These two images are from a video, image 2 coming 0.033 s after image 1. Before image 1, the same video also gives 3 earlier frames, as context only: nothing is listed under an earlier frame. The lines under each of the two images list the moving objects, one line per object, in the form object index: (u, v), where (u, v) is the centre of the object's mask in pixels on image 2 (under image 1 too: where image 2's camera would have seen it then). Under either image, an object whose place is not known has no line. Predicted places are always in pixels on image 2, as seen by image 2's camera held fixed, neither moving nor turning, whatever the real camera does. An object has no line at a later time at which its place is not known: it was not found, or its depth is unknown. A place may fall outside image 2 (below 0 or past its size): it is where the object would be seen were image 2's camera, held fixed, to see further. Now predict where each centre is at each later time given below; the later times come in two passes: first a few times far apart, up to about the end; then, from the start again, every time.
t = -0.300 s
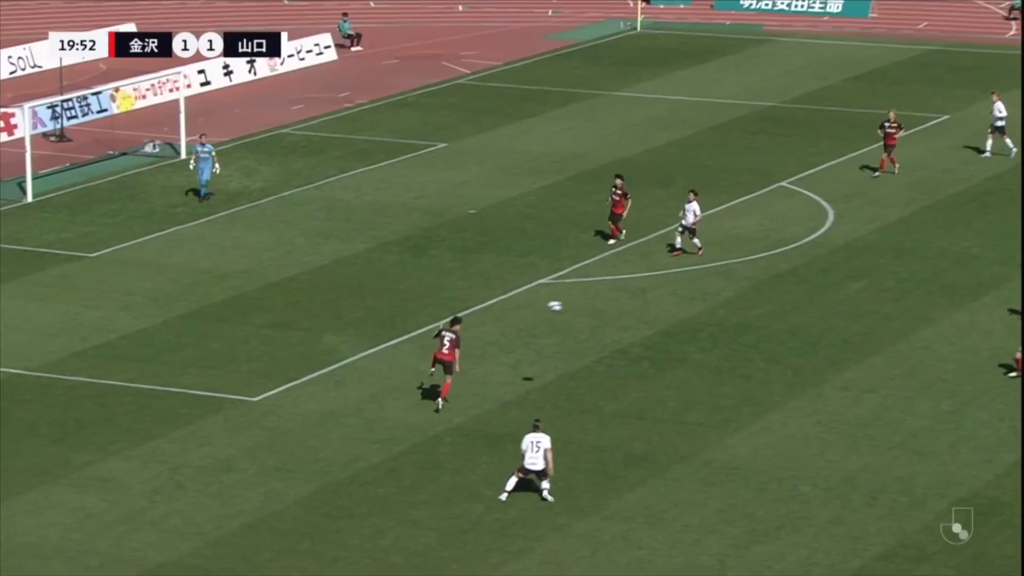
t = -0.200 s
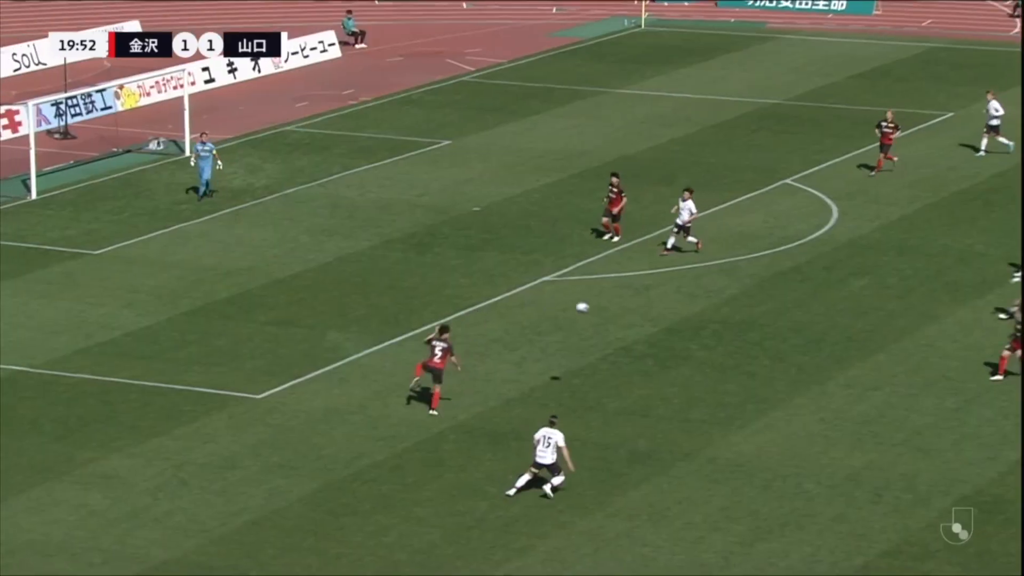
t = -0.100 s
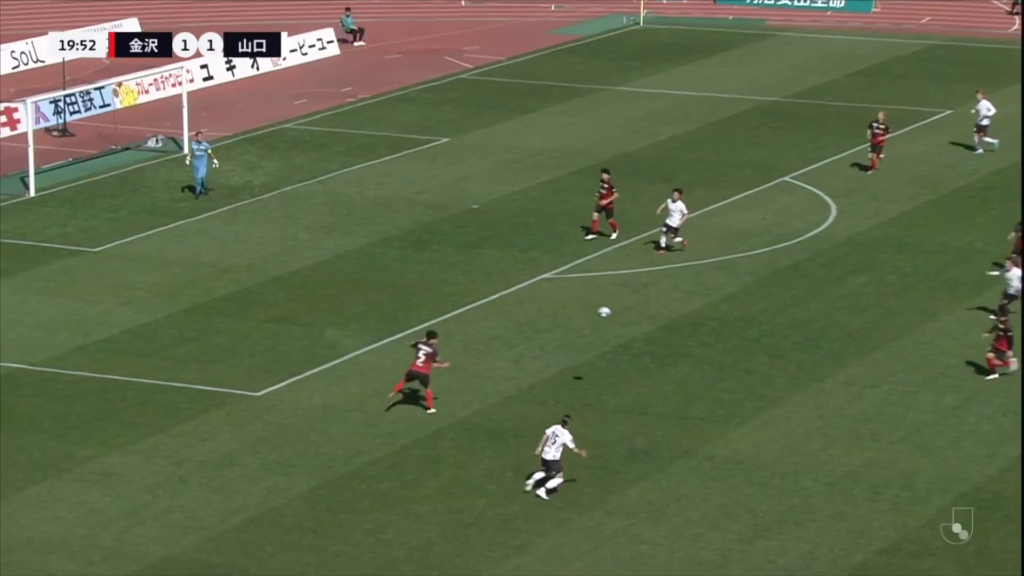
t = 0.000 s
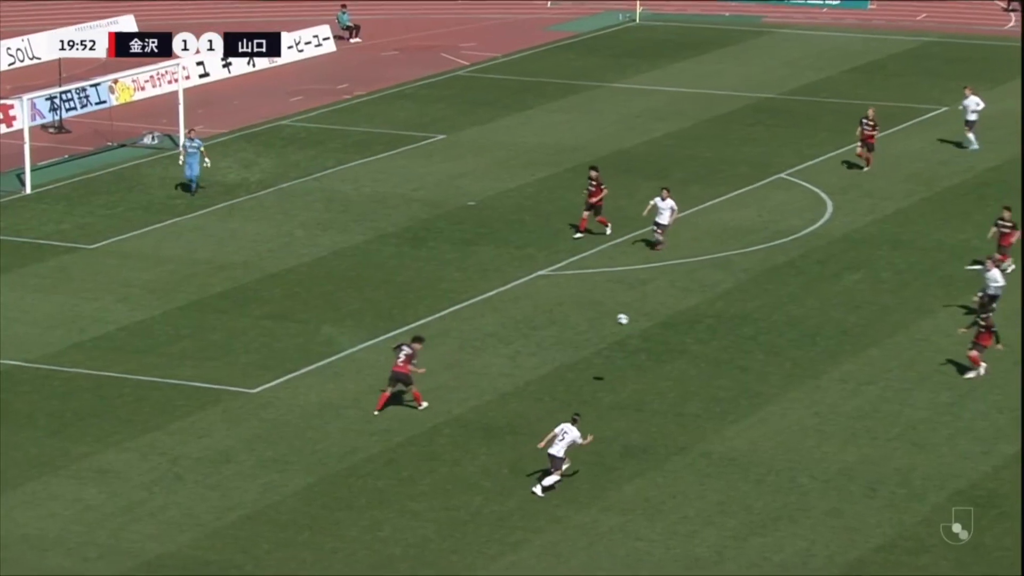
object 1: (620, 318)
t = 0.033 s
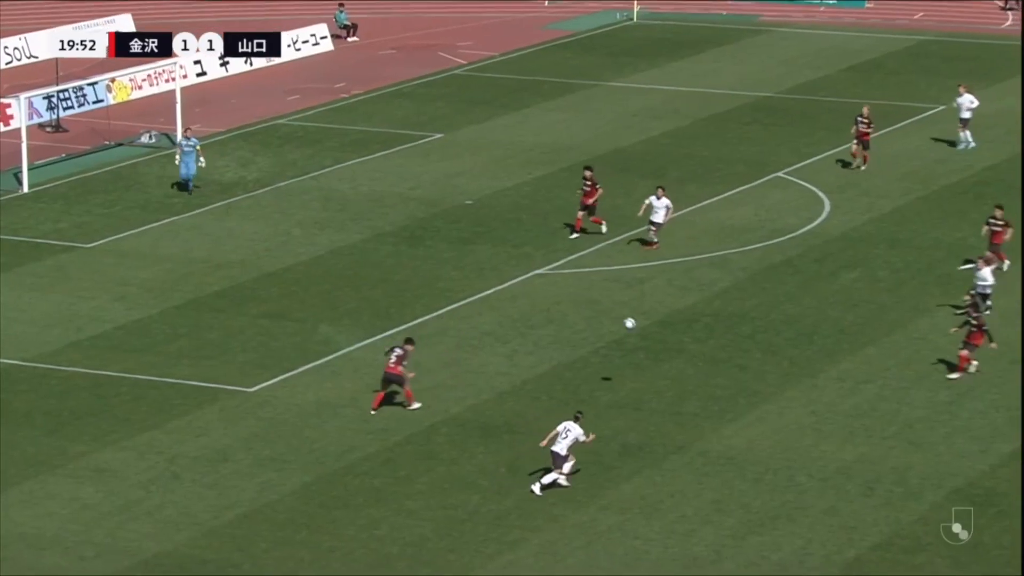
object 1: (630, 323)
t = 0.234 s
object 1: (679, 361)
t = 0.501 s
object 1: (739, 382)
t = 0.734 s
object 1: (784, 371)
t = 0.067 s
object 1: (638, 329)
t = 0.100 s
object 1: (647, 335)
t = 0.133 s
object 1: (657, 342)
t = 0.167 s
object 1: (662, 345)
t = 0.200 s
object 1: (671, 353)
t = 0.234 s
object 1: (679, 361)
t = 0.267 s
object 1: (688, 369)
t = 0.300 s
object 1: (697, 378)
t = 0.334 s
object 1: (706, 388)
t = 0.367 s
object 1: (714, 398)
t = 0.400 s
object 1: (721, 396)
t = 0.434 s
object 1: (727, 391)
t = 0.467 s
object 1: (734, 386)
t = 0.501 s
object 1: (739, 382)
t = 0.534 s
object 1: (747, 379)
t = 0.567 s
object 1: (753, 376)
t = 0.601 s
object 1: (759, 374)
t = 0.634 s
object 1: (766, 372)
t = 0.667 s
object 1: (772, 371)
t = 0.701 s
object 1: (778, 371)
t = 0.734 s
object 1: (784, 371)
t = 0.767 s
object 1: (791, 371)
